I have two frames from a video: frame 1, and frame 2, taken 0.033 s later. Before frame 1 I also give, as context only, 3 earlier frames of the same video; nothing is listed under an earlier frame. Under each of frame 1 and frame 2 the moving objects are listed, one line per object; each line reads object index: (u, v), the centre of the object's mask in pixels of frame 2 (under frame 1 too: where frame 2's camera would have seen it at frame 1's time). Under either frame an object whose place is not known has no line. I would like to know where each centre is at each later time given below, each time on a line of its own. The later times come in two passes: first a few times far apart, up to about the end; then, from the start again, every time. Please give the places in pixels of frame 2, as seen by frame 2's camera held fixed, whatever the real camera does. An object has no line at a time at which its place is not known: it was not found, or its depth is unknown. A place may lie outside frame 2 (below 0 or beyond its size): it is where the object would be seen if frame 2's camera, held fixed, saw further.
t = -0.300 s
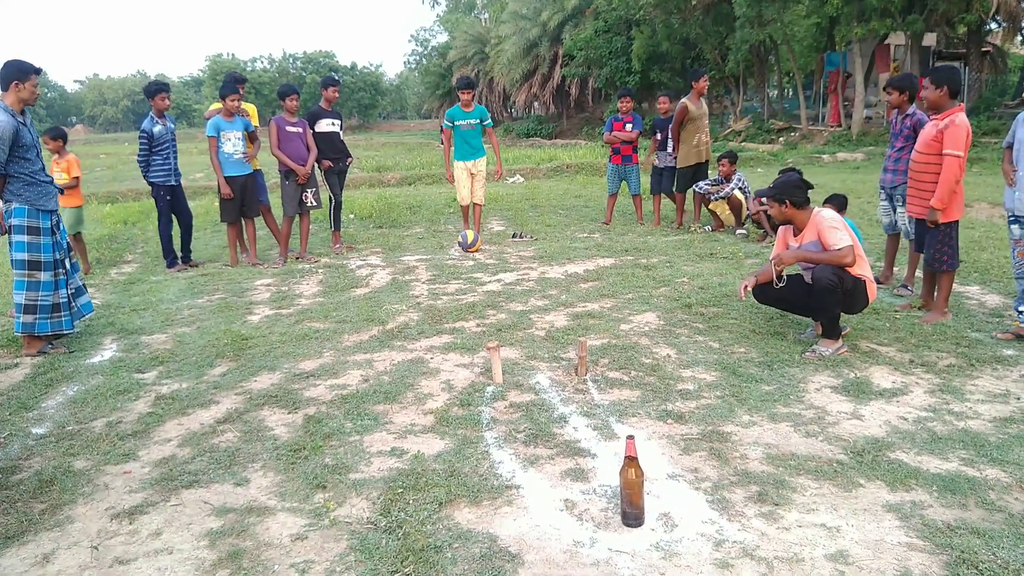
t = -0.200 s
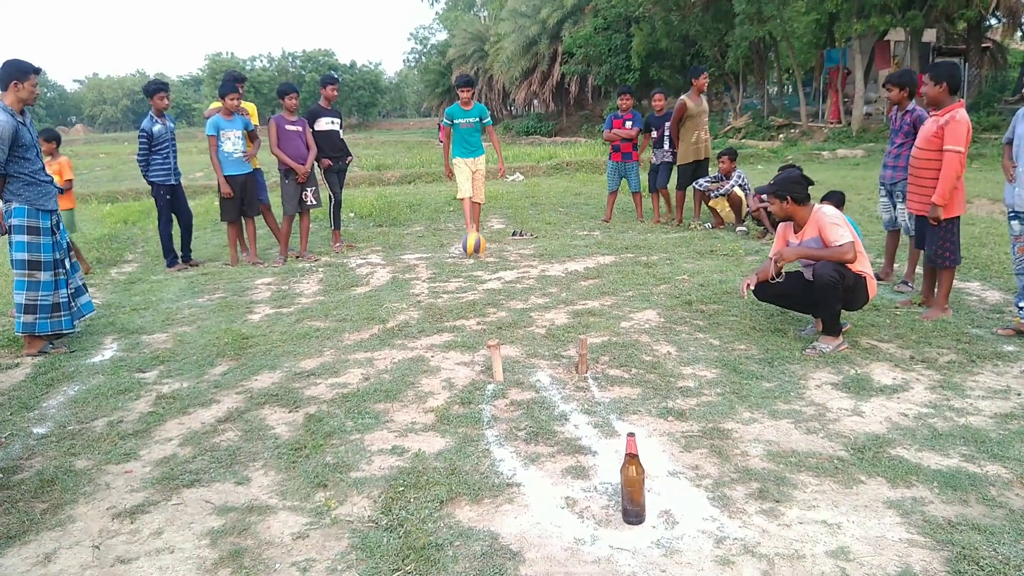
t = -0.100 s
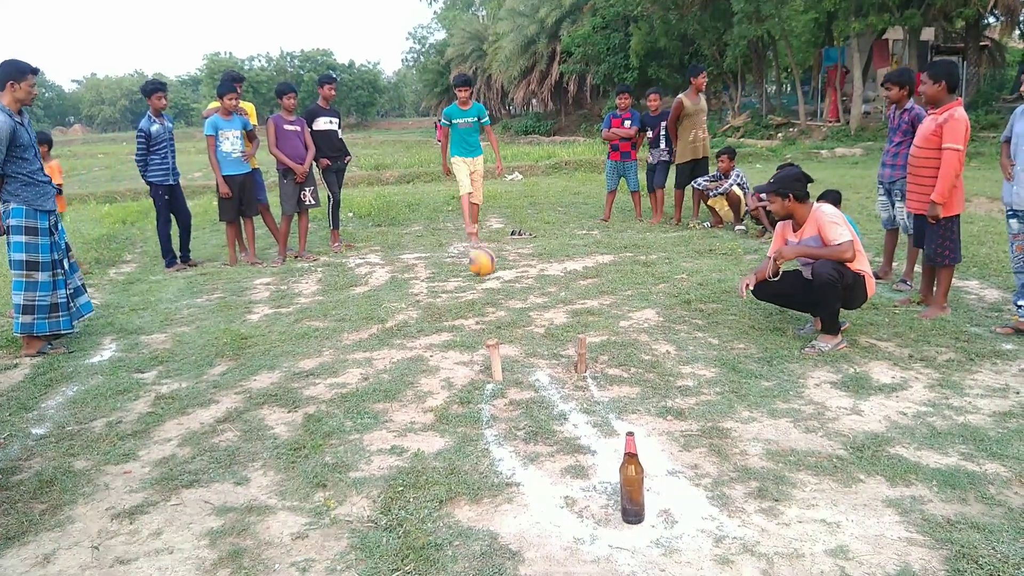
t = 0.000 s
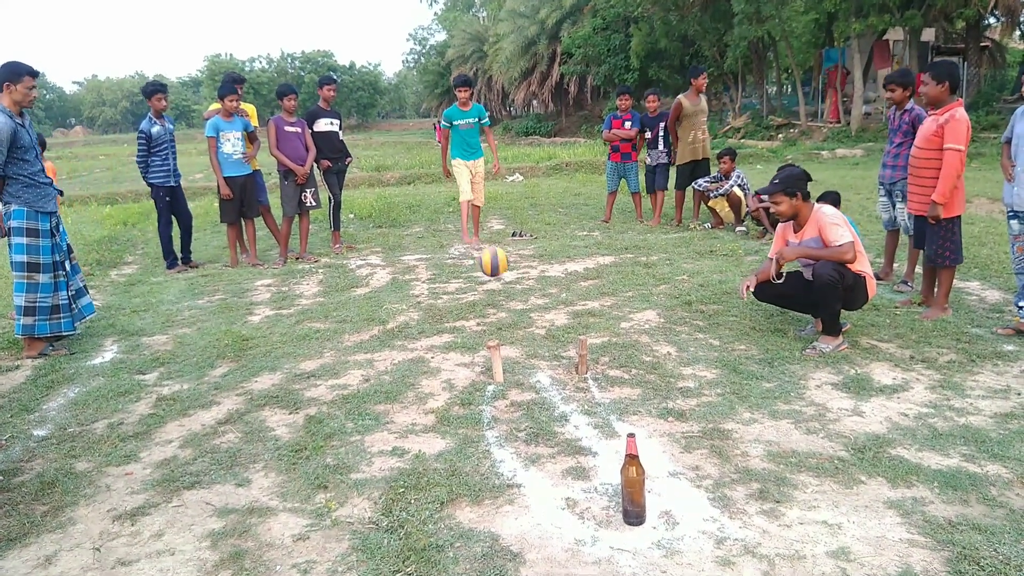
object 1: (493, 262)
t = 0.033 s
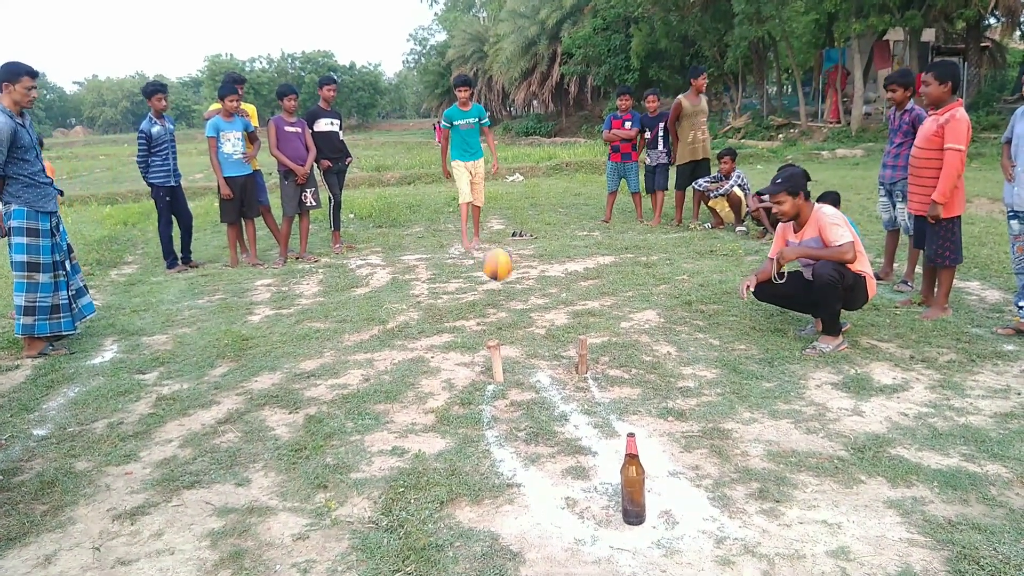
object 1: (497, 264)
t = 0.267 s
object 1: (542, 347)
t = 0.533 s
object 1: (623, 343)
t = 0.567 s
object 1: (641, 359)
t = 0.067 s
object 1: (502, 269)
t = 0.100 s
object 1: (507, 275)
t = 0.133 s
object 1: (514, 284)
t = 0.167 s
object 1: (520, 298)
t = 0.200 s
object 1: (526, 313)
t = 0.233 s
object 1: (534, 333)
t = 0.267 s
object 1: (542, 347)
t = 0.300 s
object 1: (549, 340)
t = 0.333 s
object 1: (557, 333)
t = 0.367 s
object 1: (565, 328)
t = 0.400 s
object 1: (574, 325)
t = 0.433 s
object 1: (584, 325)
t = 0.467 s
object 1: (596, 328)
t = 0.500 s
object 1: (608, 334)
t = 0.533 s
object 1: (623, 343)
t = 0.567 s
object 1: (641, 359)
